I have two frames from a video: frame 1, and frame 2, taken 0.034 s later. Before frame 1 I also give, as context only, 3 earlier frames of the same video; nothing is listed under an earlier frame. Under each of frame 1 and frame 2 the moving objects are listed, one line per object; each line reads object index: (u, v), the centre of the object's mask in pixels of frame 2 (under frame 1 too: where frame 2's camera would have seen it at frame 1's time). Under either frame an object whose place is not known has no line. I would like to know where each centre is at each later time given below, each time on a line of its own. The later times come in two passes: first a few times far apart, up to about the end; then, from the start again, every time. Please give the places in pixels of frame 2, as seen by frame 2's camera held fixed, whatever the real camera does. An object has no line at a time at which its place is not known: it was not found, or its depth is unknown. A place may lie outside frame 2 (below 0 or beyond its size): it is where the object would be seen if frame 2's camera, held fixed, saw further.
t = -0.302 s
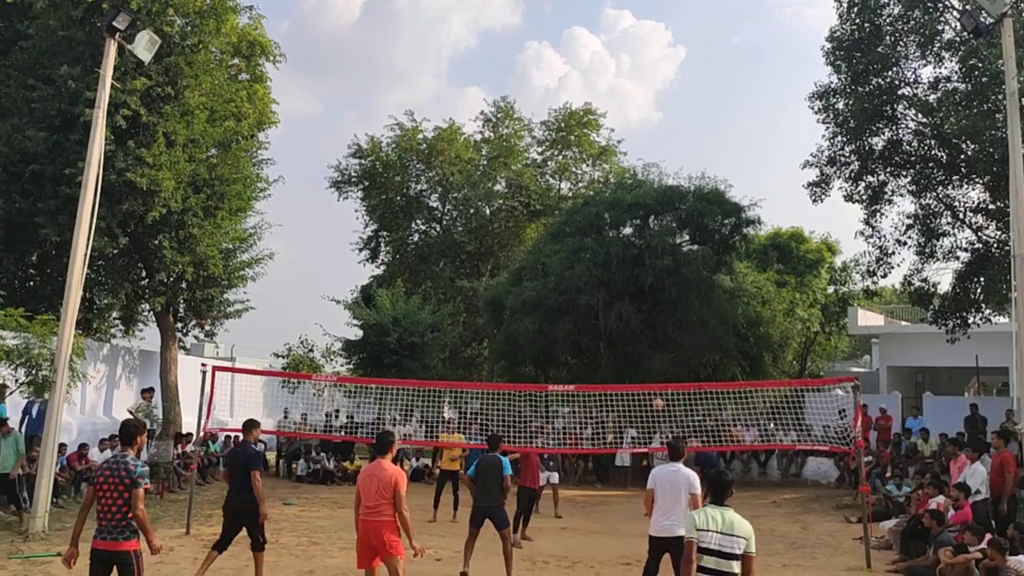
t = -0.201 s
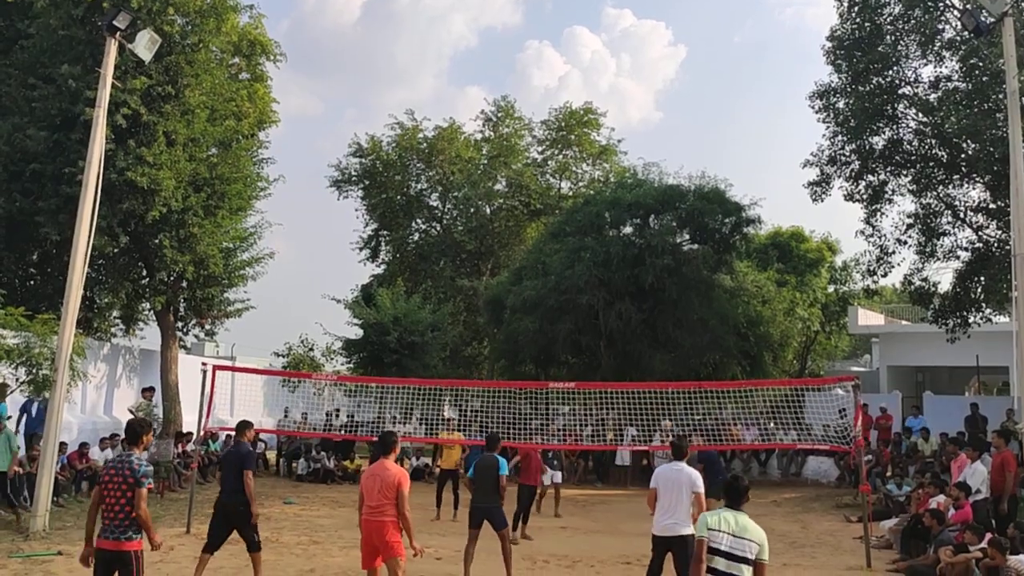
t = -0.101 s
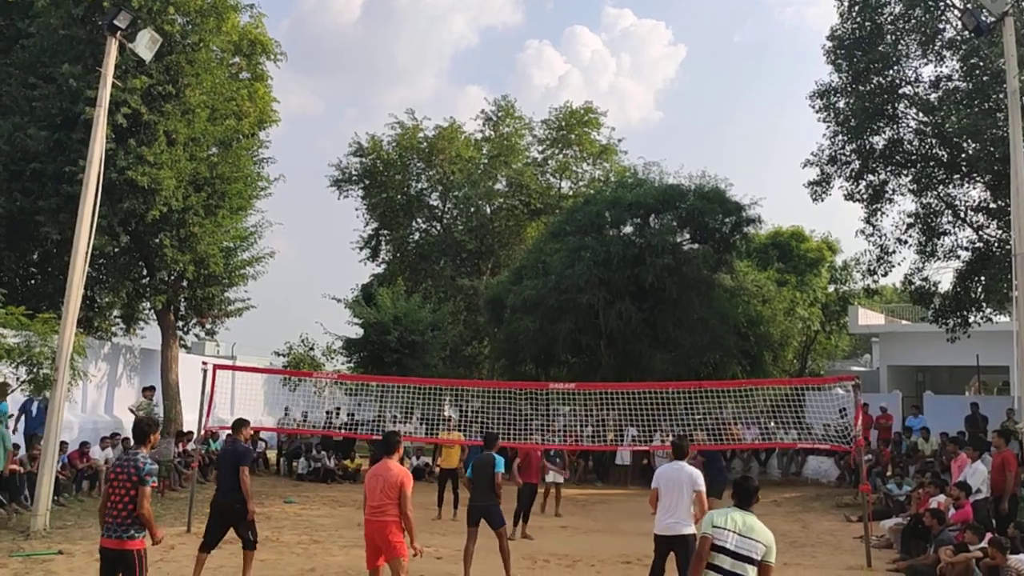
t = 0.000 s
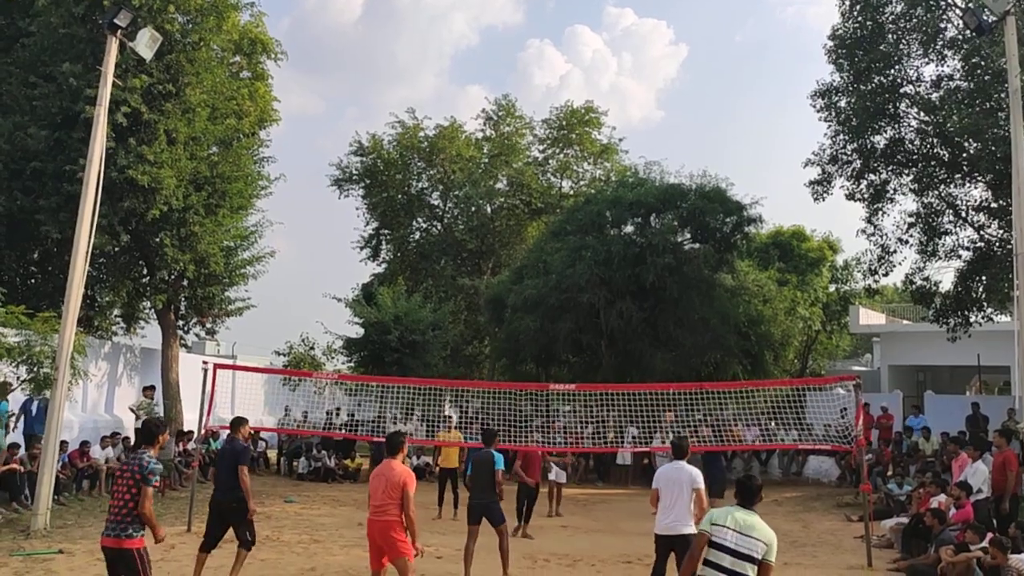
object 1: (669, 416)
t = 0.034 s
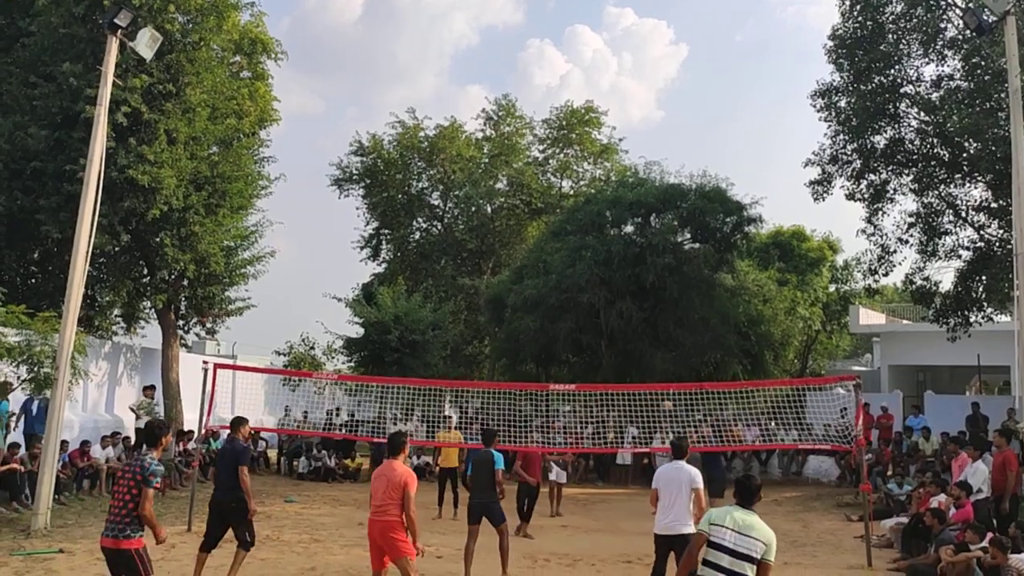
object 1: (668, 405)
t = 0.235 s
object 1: (653, 350)
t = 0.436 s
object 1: (637, 315)
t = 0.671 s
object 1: (614, 312)
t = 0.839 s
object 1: (591, 346)
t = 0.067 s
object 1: (665, 394)
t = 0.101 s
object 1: (662, 382)
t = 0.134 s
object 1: (660, 376)
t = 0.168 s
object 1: (658, 367)
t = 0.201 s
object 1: (656, 359)
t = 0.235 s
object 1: (653, 350)
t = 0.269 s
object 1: (650, 343)
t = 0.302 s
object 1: (648, 336)
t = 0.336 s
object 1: (646, 330)
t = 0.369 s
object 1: (643, 325)
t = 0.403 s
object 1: (640, 319)
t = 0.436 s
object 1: (637, 315)
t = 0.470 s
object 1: (634, 312)
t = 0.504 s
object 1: (631, 310)
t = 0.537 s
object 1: (628, 308)
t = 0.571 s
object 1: (625, 307)
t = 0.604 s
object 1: (621, 307)
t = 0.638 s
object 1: (617, 309)
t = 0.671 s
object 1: (614, 312)
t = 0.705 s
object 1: (610, 315)
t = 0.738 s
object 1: (605, 320)
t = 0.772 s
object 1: (601, 327)
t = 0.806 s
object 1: (596, 335)
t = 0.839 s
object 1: (591, 346)
